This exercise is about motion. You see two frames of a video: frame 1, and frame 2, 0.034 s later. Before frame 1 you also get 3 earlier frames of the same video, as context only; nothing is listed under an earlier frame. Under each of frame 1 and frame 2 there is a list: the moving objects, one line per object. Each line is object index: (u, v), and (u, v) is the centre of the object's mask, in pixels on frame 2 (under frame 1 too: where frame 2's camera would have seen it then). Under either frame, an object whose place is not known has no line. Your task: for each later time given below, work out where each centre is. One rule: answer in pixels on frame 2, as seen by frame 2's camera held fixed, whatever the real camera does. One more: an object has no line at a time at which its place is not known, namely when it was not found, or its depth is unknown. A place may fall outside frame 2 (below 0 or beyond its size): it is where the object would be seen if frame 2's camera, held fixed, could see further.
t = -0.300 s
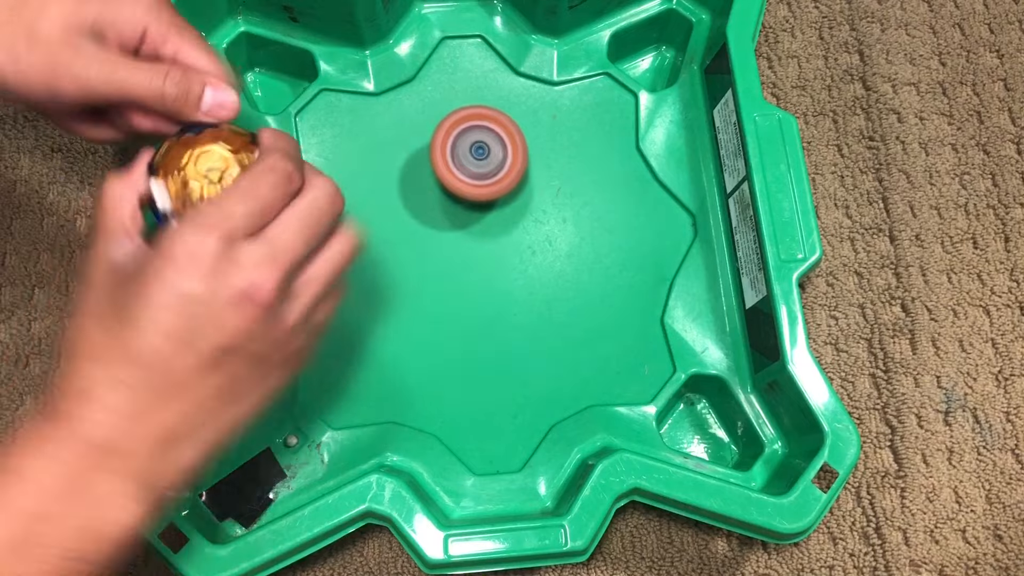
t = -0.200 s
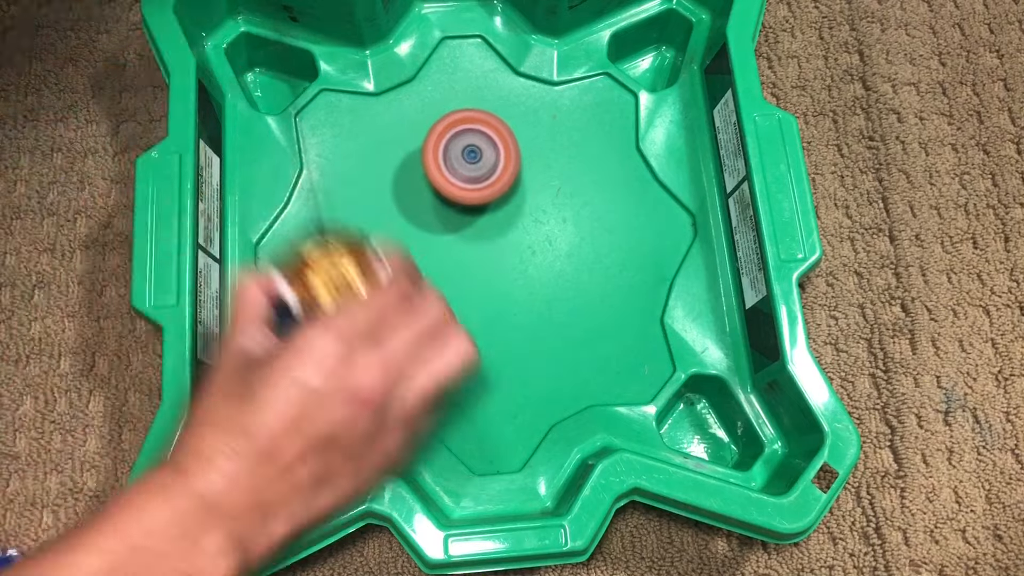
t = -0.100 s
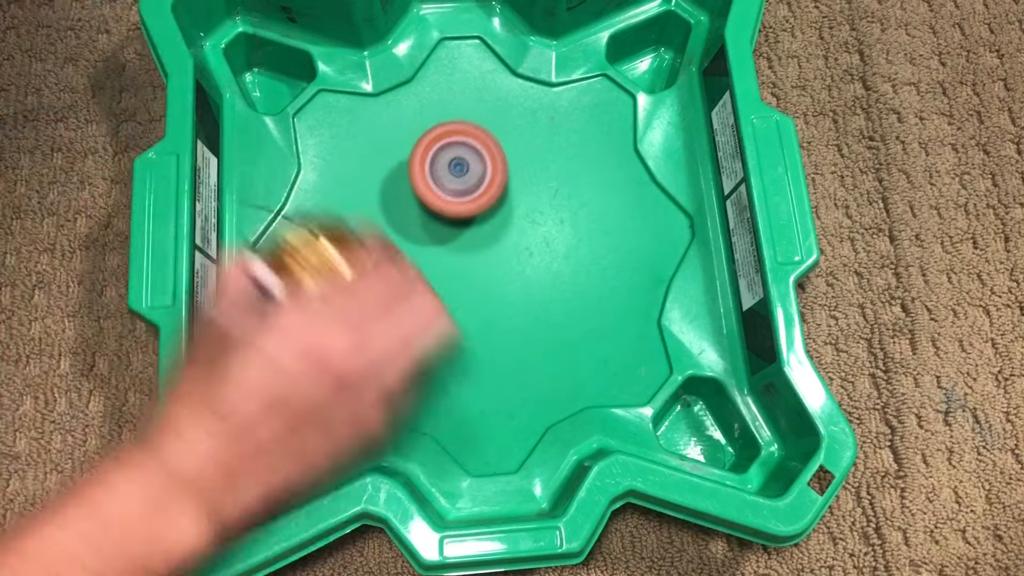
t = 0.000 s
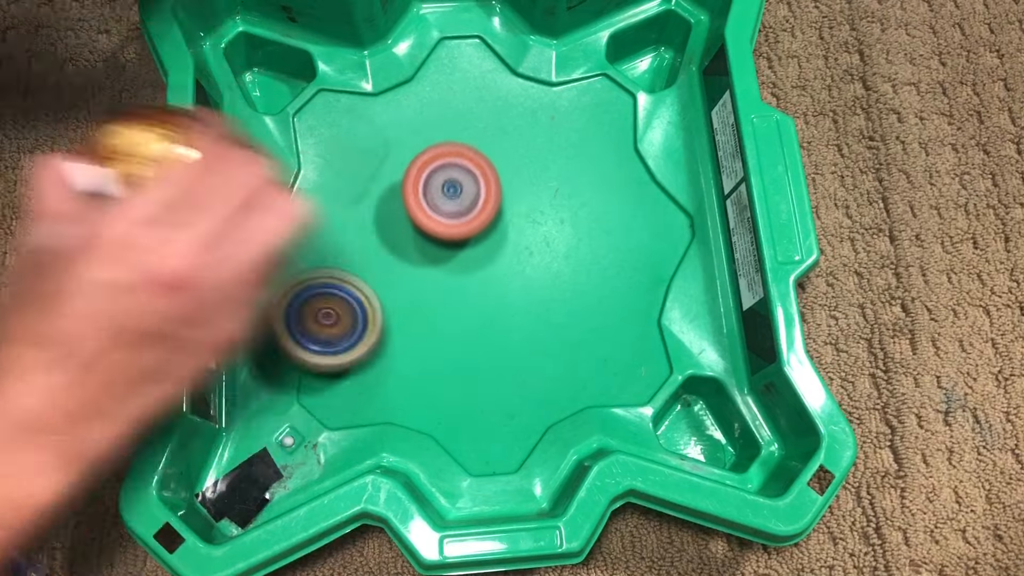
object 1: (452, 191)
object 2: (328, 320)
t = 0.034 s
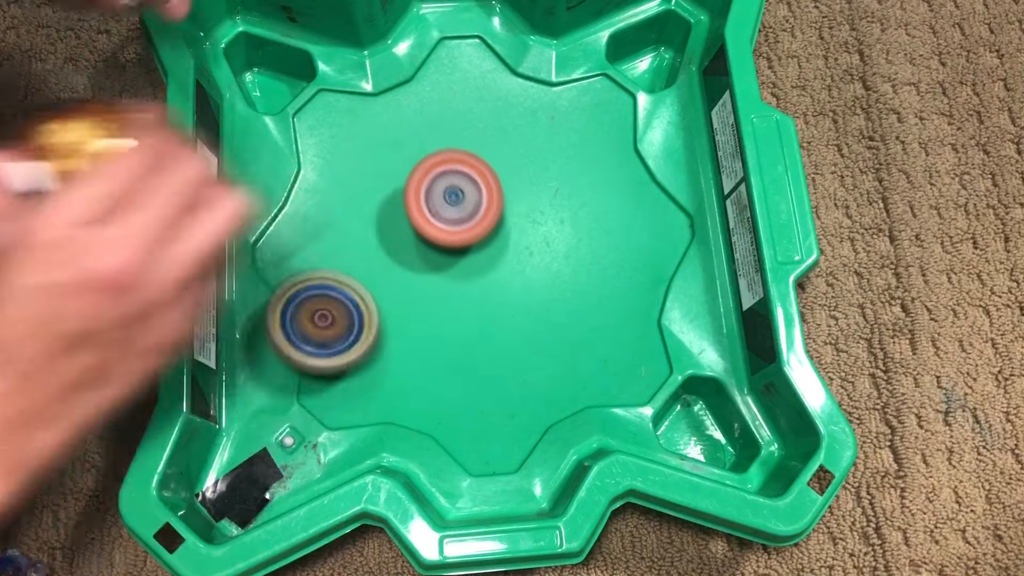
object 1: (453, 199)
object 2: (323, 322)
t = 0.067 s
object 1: (458, 205)
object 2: (321, 329)
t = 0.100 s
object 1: (464, 210)
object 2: (322, 338)
